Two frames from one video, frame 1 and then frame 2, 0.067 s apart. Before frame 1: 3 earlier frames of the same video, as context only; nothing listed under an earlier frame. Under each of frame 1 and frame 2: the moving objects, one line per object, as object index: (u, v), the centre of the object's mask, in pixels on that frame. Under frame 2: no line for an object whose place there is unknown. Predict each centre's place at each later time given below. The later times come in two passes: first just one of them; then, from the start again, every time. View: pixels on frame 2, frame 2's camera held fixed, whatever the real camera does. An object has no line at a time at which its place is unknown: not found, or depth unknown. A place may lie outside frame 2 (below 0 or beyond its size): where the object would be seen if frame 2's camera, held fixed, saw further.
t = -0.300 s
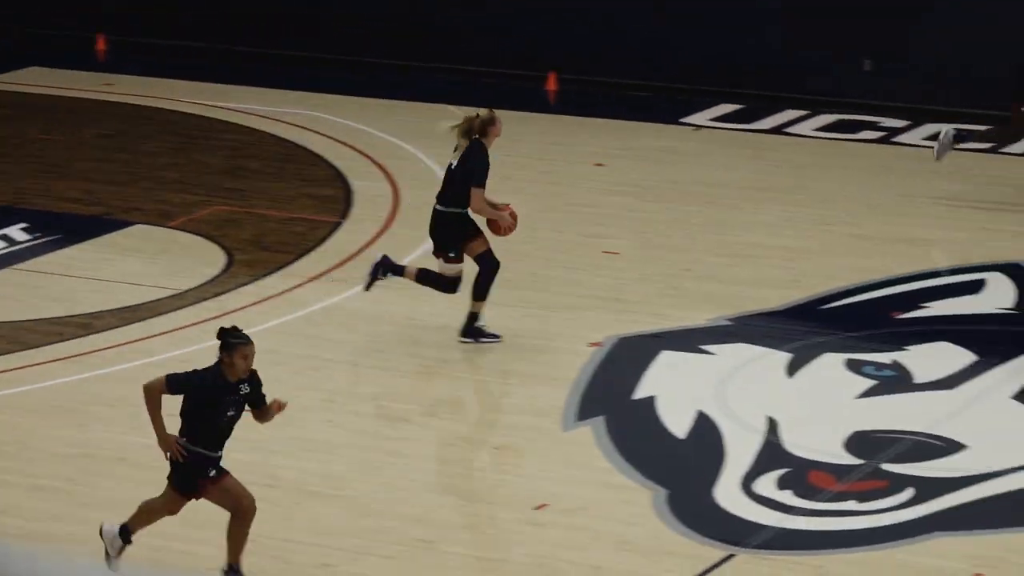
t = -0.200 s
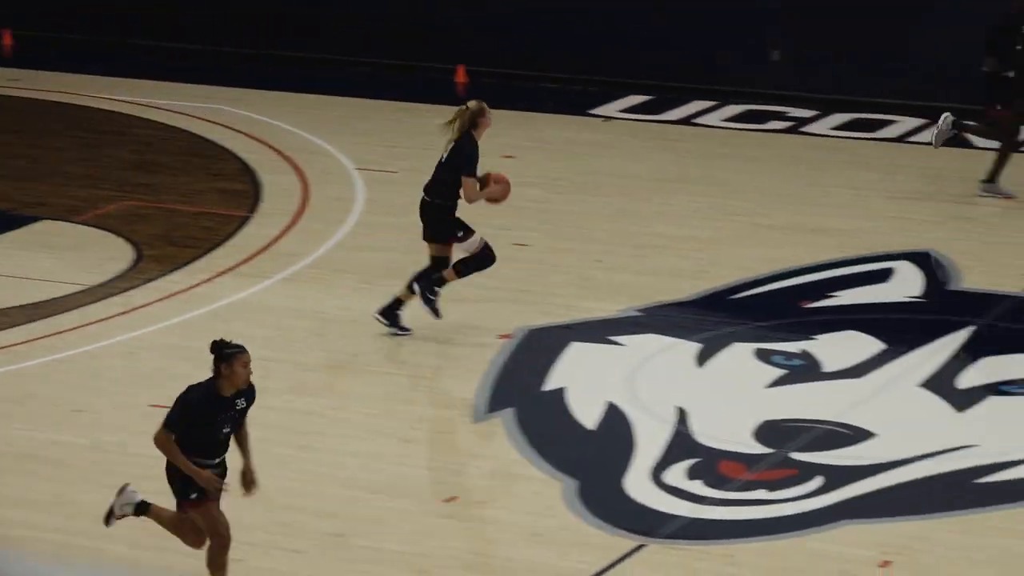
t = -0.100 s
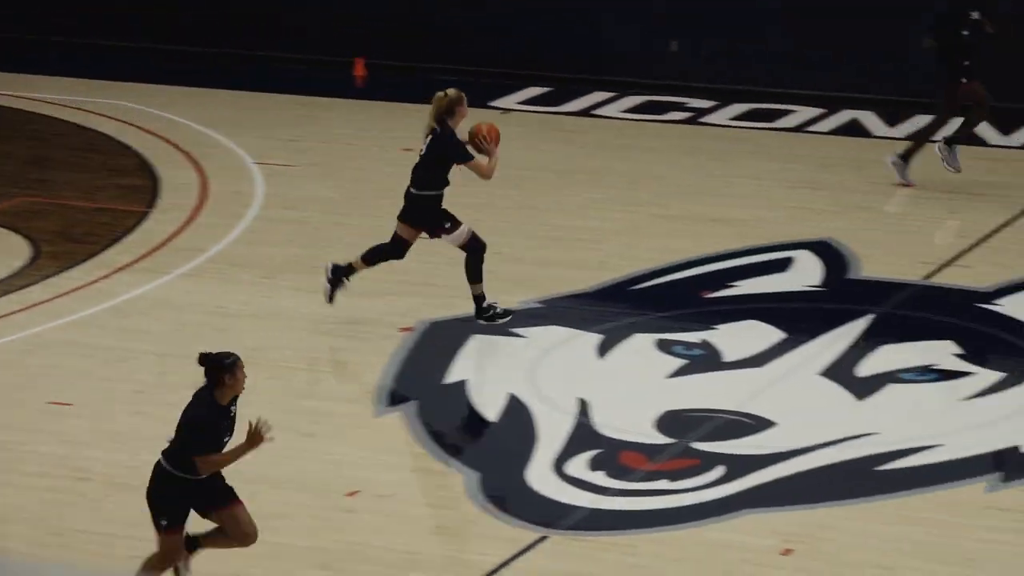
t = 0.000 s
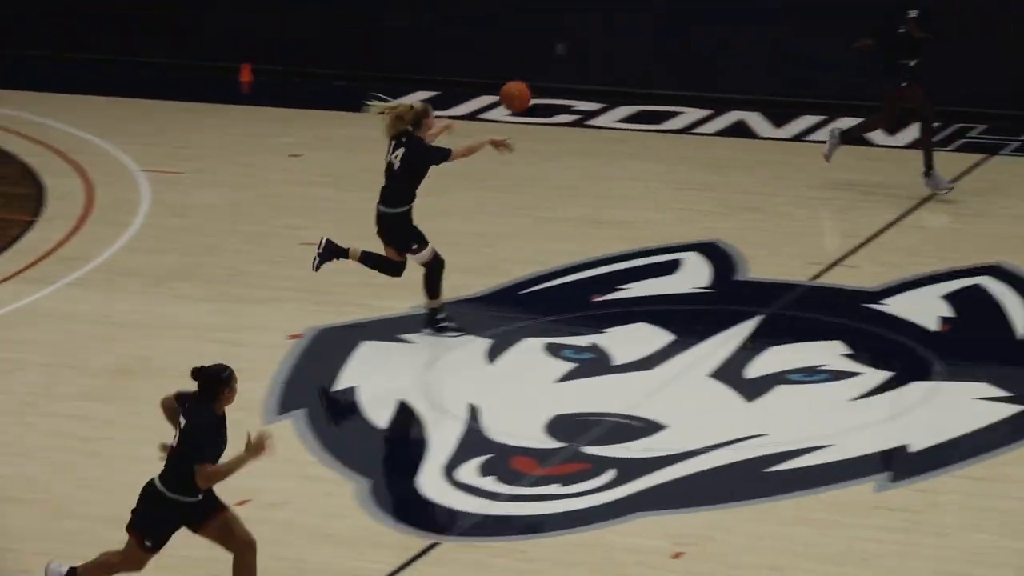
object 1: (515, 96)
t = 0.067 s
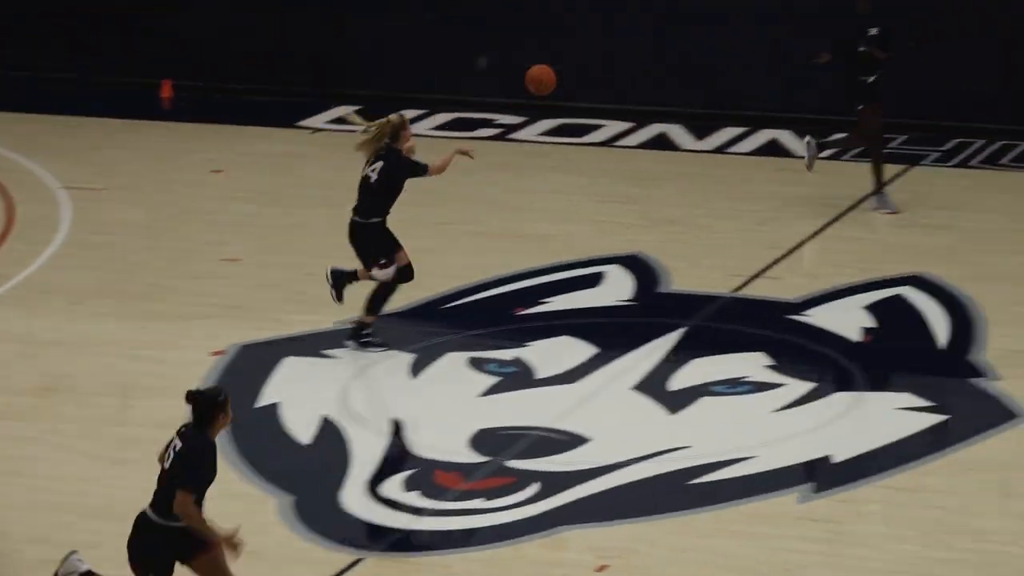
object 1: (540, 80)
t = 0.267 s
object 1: (813, 17)
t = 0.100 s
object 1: (591, 67)
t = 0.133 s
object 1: (641, 55)
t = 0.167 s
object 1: (688, 44)
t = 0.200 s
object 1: (735, 34)
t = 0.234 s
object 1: (779, 26)
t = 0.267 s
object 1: (813, 17)
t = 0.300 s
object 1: (837, 12)
